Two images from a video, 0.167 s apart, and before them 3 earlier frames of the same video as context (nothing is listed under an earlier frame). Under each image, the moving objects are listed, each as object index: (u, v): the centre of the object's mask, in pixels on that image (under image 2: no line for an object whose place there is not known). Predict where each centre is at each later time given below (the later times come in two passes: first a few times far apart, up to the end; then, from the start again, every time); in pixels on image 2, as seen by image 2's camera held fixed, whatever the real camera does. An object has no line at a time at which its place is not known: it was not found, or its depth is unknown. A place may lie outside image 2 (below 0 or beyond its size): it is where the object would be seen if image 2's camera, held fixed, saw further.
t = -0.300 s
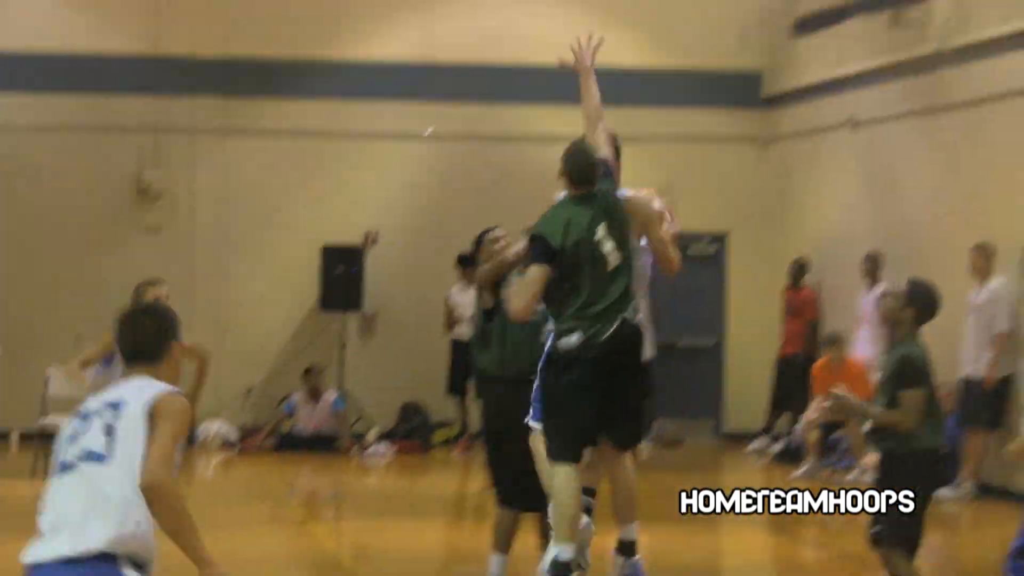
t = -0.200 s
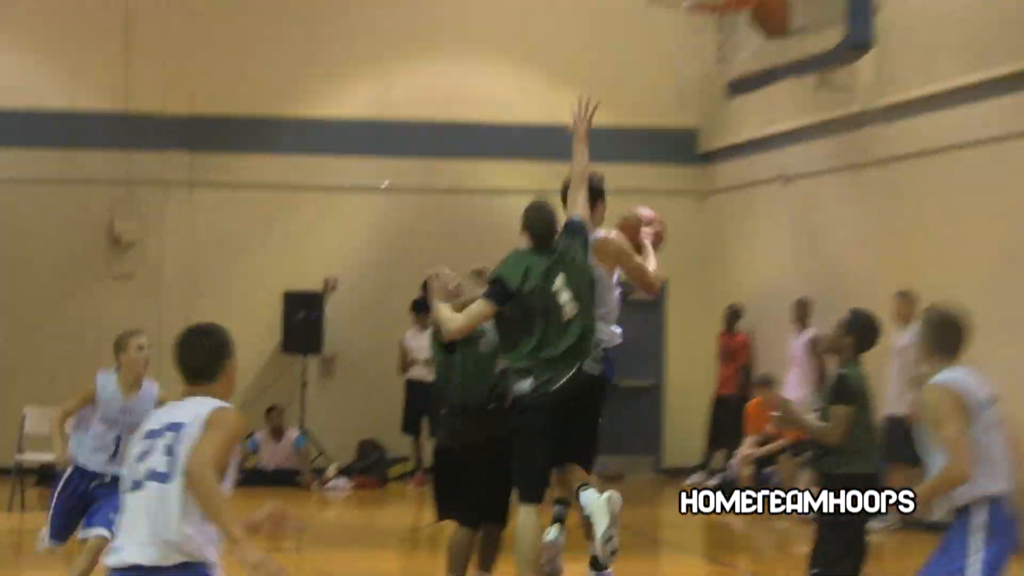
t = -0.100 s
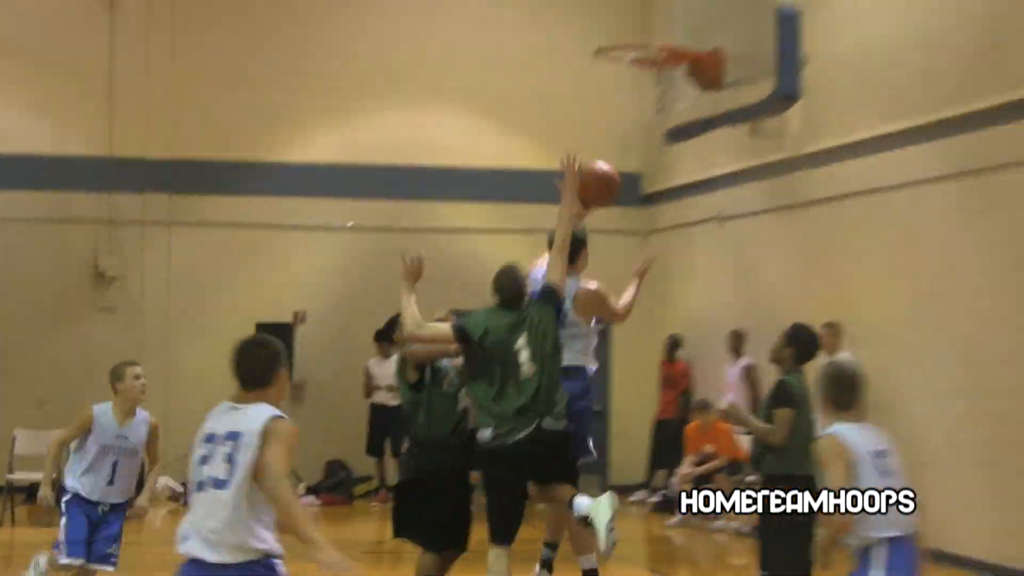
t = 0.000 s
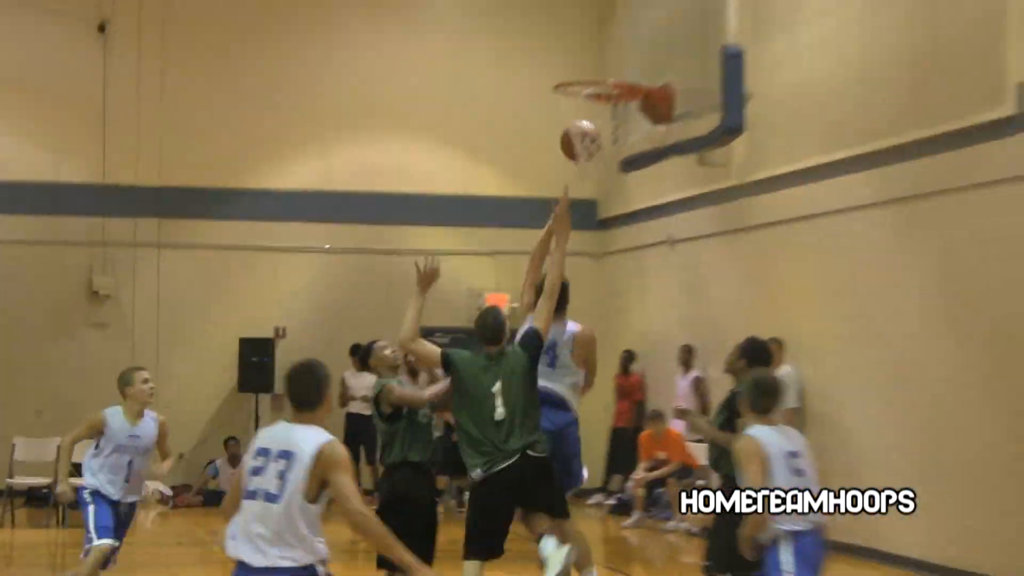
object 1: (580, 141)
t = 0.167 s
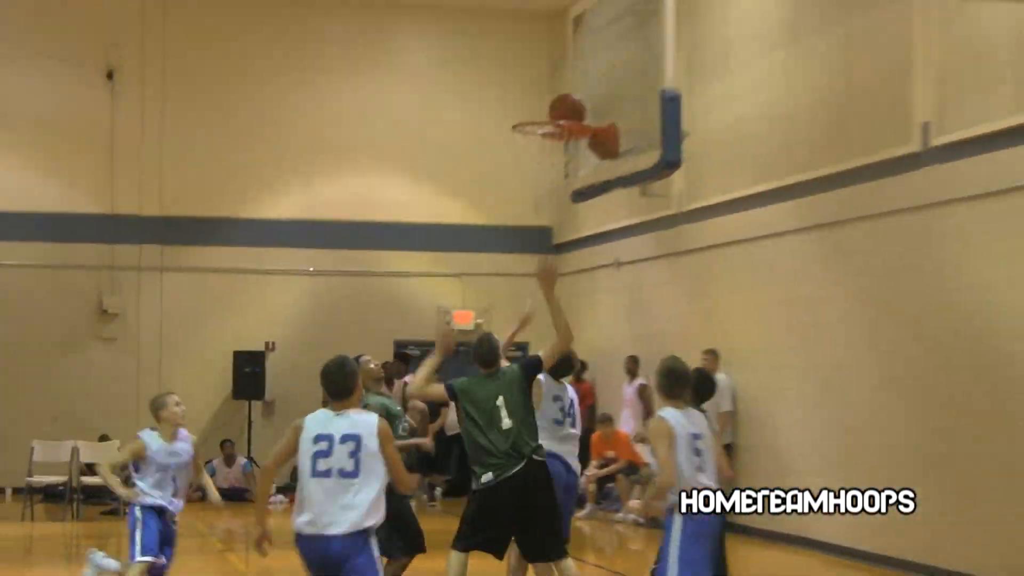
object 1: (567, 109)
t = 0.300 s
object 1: (559, 108)
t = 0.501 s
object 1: (552, 107)
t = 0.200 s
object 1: (566, 107)
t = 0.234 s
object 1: (564, 105)
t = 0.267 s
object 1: (561, 106)
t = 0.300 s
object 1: (559, 108)
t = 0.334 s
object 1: (556, 110)
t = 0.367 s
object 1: (555, 108)
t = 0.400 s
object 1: (554, 105)
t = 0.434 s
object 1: (553, 104)
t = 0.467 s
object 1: (552, 105)
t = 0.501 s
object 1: (552, 107)
